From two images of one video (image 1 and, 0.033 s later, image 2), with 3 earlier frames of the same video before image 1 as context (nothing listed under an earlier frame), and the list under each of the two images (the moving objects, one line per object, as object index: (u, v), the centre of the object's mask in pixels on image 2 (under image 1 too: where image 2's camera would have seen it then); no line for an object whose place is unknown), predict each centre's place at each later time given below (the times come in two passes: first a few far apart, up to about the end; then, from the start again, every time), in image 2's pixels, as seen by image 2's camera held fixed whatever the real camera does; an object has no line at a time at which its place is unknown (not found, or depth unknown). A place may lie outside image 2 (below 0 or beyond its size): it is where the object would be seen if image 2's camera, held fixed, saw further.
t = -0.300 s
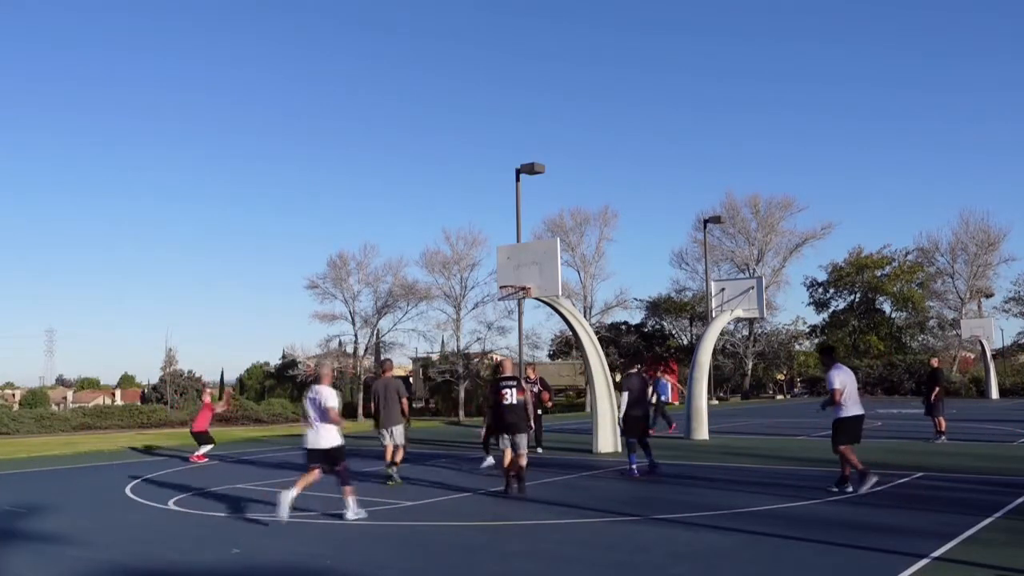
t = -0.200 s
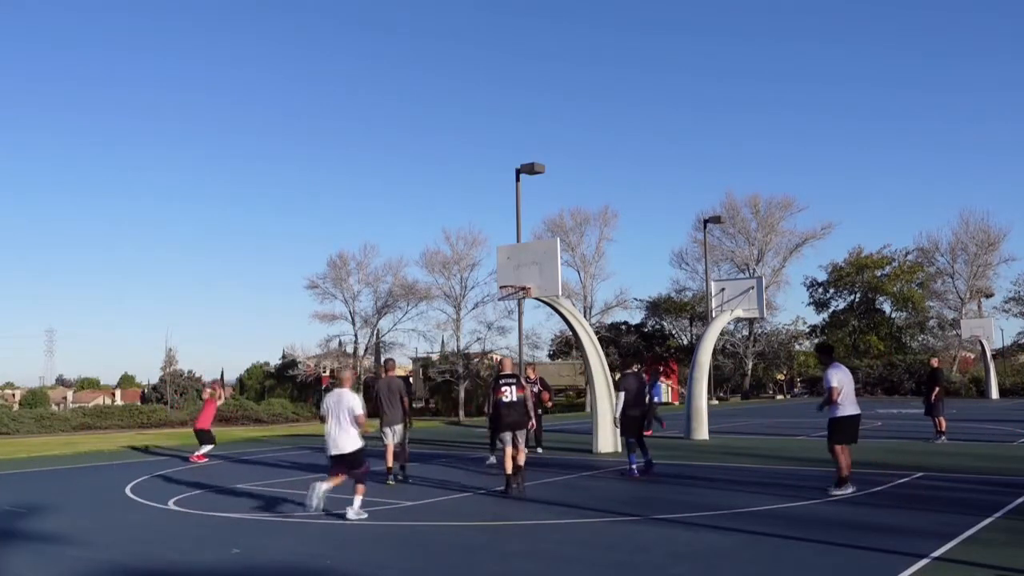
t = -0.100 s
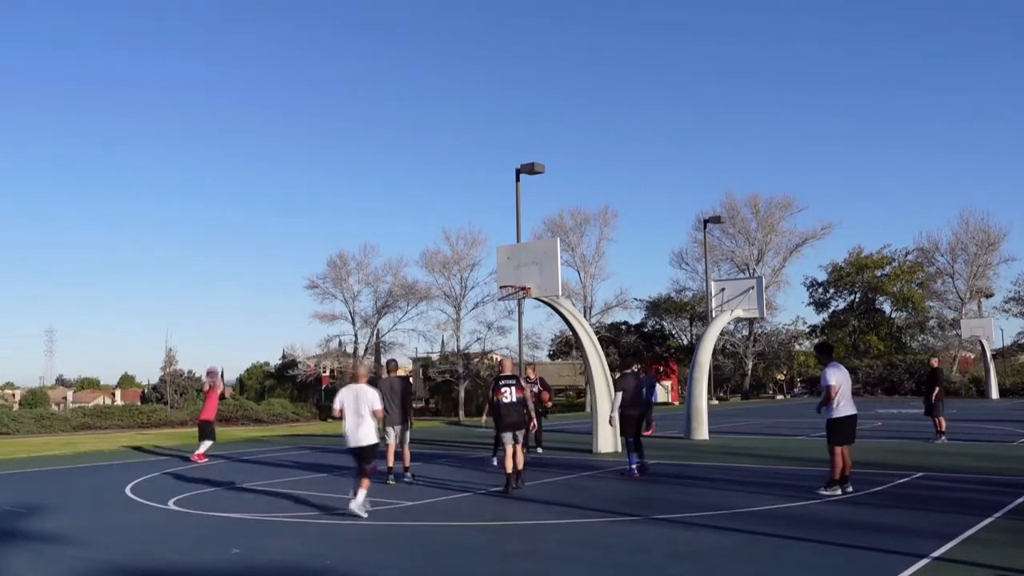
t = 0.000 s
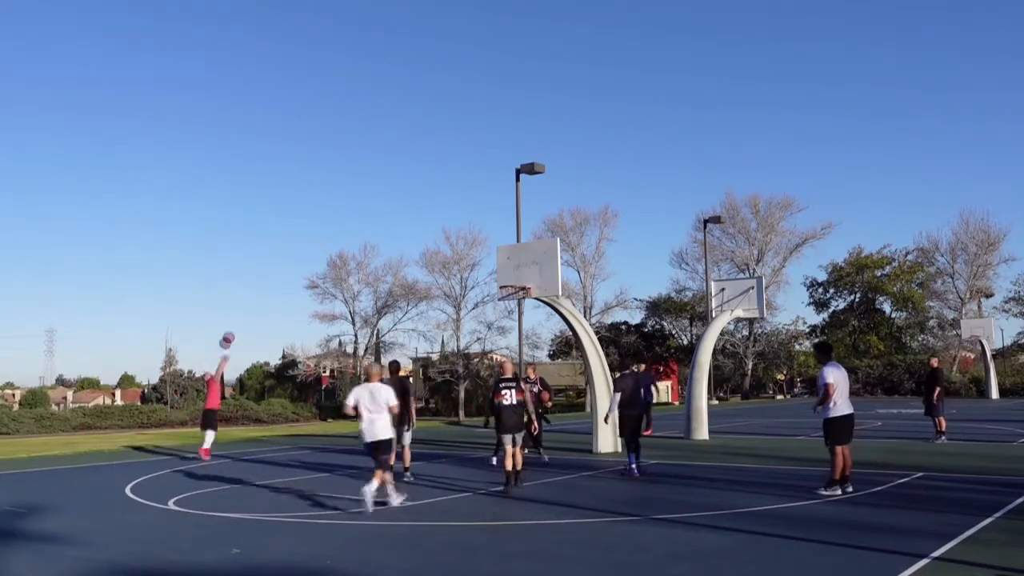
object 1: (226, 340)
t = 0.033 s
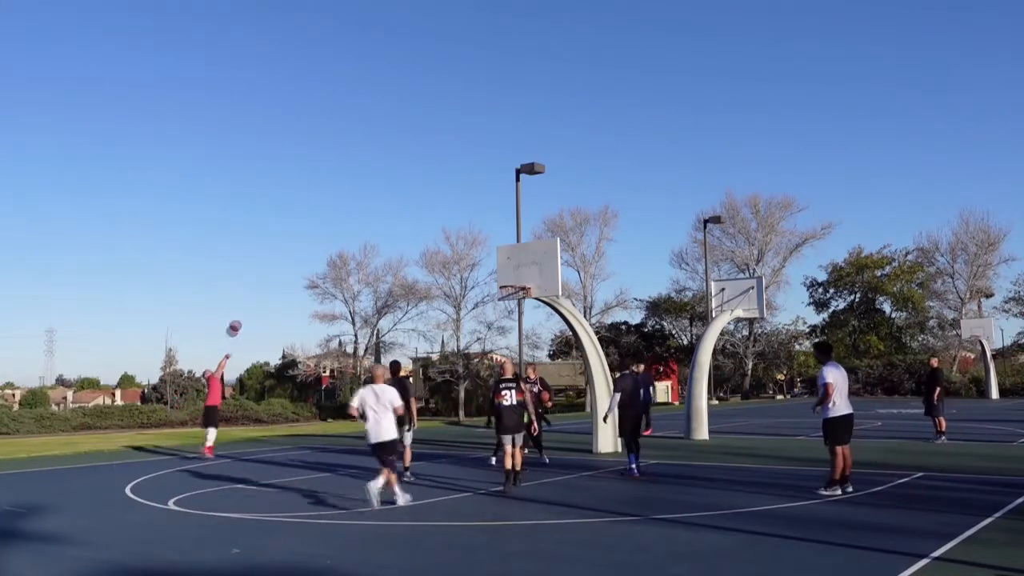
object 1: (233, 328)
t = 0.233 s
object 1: (275, 268)
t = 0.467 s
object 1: (324, 223)
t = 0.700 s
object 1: (375, 205)
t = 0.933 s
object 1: (427, 216)
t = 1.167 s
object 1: (481, 257)
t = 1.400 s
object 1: (513, 250)
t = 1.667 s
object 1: (533, 214)
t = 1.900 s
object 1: (552, 215)
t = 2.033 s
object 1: (562, 229)
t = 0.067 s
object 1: (241, 317)
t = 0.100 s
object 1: (247, 306)
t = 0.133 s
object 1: (254, 296)
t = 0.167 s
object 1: (261, 286)
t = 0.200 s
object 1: (268, 277)
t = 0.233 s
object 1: (275, 268)
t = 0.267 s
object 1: (282, 260)
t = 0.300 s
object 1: (289, 252)
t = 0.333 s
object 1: (296, 245)
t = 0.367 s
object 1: (303, 239)
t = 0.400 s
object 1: (310, 232)
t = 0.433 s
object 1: (317, 227)
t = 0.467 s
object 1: (324, 223)
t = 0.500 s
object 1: (332, 219)
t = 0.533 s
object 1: (339, 215)
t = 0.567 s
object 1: (346, 212)
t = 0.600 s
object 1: (353, 210)
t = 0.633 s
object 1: (360, 208)
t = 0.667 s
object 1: (368, 206)
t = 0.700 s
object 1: (375, 205)
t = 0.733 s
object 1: (382, 205)
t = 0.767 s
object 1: (390, 205)
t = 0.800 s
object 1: (398, 206)
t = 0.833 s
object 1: (405, 208)
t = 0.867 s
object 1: (412, 210)
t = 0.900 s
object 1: (420, 213)
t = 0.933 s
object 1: (427, 216)
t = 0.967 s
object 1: (435, 220)
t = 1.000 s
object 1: (442, 224)
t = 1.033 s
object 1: (450, 230)
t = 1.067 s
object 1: (457, 235)
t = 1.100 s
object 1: (465, 241)
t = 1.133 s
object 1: (473, 249)
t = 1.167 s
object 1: (481, 257)
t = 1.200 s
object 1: (489, 265)
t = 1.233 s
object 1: (496, 274)
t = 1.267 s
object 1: (503, 281)
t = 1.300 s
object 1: (505, 273)
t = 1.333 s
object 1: (507, 264)
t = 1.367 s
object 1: (510, 257)
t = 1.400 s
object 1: (513, 250)
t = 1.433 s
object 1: (515, 243)
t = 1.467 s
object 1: (518, 237)
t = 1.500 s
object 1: (521, 231)
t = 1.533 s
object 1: (523, 227)
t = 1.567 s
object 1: (526, 223)
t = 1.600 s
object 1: (528, 219)
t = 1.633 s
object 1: (531, 216)
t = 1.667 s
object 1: (533, 214)
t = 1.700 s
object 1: (536, 212)
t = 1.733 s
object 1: (539, 211)
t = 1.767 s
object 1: (541, 211)
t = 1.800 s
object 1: (544, 211)
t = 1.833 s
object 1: (546, 212)
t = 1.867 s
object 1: (549, 213)
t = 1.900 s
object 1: (552, 215)
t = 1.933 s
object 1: (555, 218)
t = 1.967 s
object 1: (557, 221)
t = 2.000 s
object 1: (560, 225)
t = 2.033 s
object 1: (562, 229)
